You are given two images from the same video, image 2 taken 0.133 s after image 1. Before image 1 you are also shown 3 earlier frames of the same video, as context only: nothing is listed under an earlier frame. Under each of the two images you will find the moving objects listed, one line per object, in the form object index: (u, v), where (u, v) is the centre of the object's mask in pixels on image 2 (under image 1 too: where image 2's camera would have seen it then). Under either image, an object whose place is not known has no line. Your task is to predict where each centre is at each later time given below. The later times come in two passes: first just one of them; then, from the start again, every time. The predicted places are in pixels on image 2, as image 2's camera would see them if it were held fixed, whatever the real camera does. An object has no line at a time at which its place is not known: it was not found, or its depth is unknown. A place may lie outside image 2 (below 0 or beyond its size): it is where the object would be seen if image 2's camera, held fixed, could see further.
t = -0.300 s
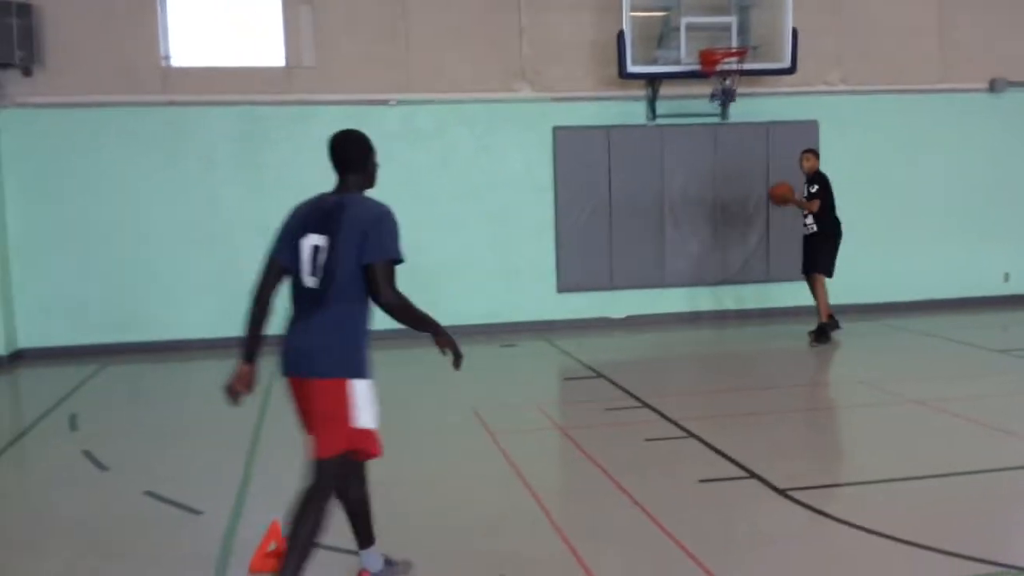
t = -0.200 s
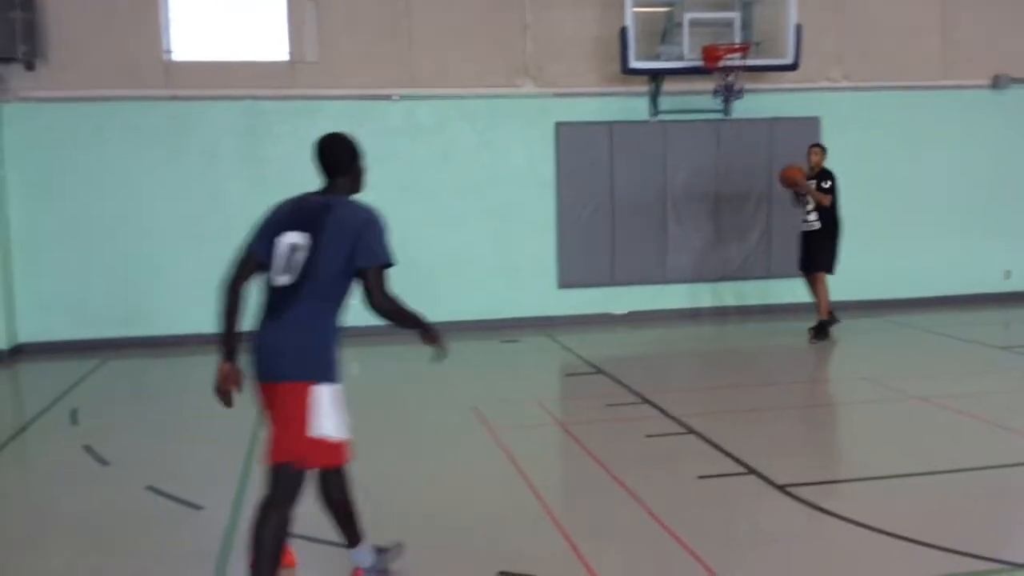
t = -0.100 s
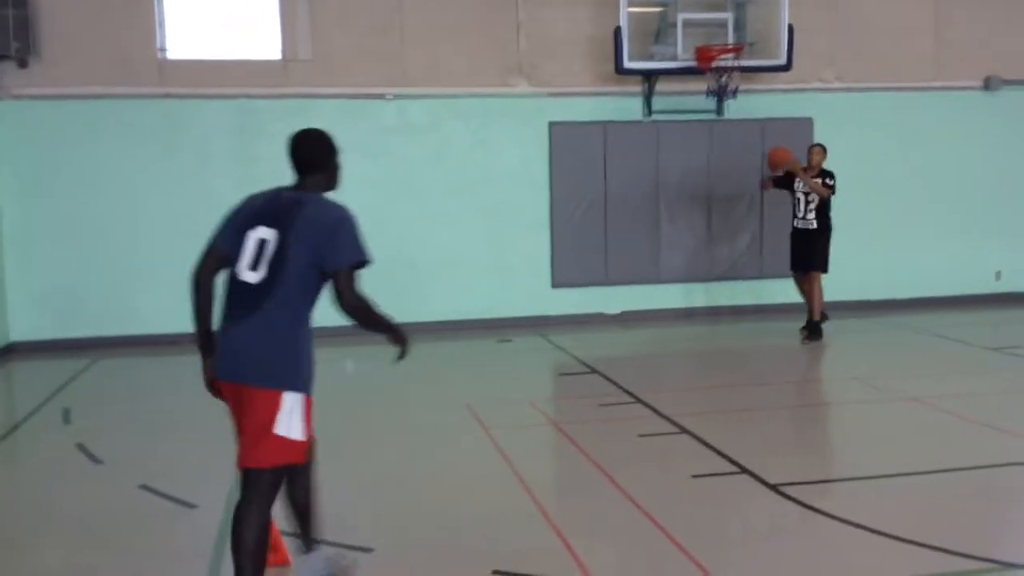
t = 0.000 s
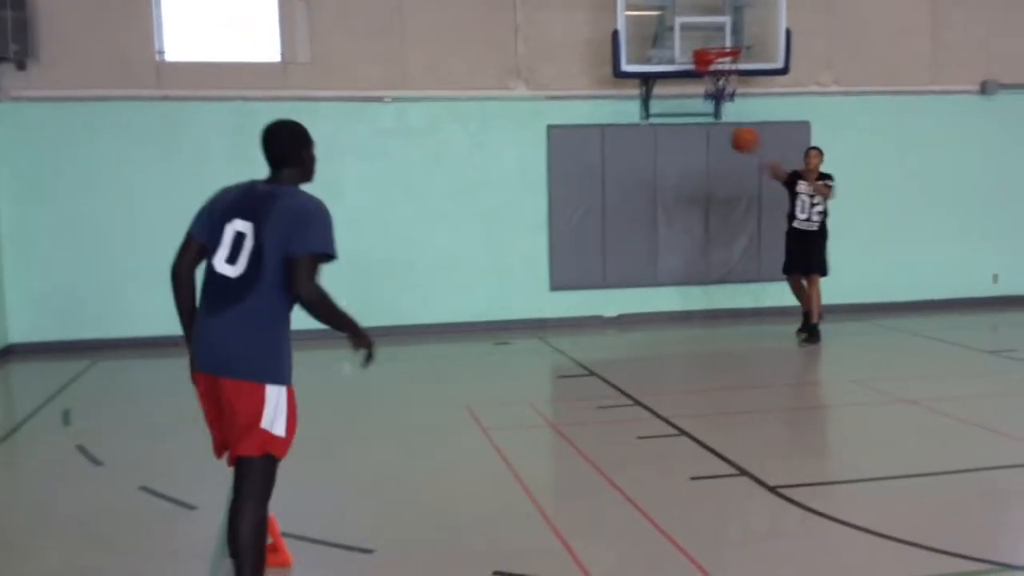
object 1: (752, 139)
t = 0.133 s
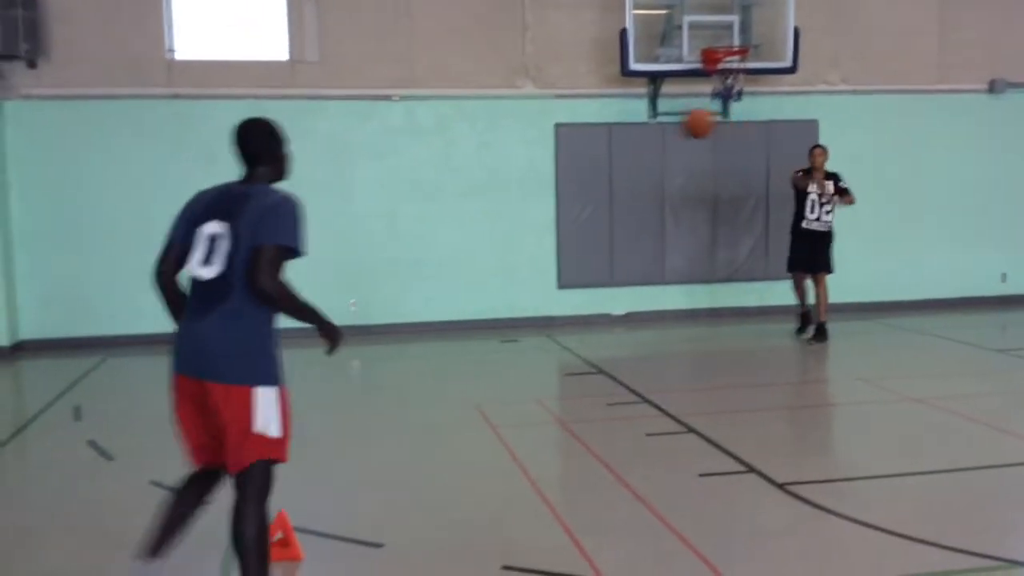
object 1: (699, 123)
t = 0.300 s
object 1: (602, 137)
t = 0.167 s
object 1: (682, 122)
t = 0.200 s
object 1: (665, 123)
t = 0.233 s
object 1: (646, 126)
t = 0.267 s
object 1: (624, 130)
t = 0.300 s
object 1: (602, 137)
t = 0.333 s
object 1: (580, 145)
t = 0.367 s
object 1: (555, 156)
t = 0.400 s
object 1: (528, 169)
